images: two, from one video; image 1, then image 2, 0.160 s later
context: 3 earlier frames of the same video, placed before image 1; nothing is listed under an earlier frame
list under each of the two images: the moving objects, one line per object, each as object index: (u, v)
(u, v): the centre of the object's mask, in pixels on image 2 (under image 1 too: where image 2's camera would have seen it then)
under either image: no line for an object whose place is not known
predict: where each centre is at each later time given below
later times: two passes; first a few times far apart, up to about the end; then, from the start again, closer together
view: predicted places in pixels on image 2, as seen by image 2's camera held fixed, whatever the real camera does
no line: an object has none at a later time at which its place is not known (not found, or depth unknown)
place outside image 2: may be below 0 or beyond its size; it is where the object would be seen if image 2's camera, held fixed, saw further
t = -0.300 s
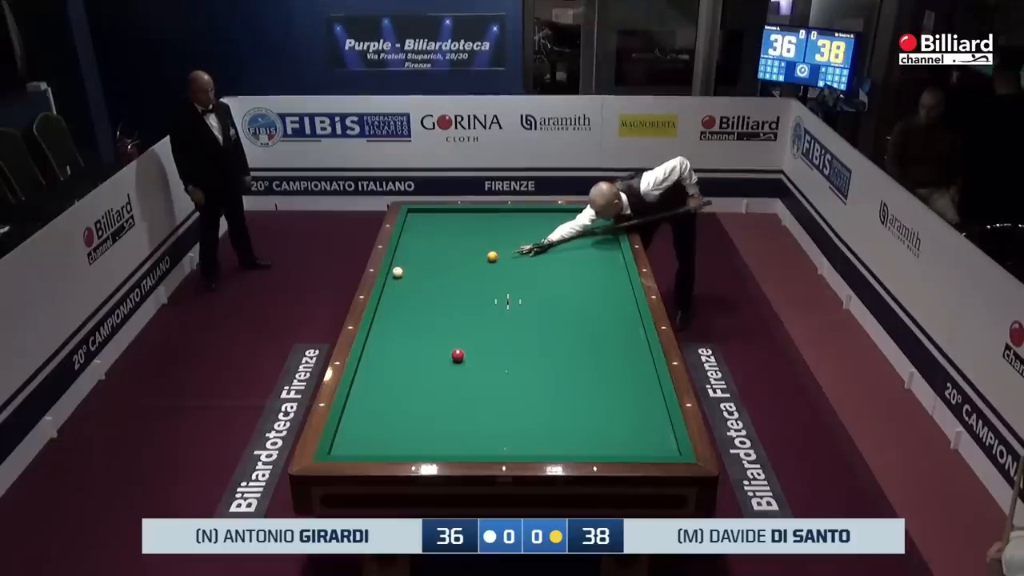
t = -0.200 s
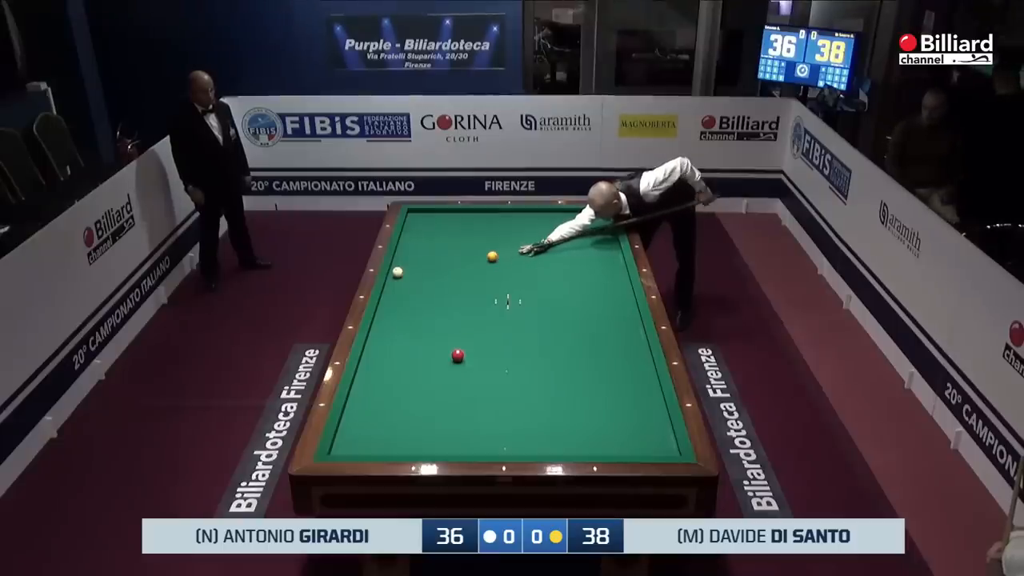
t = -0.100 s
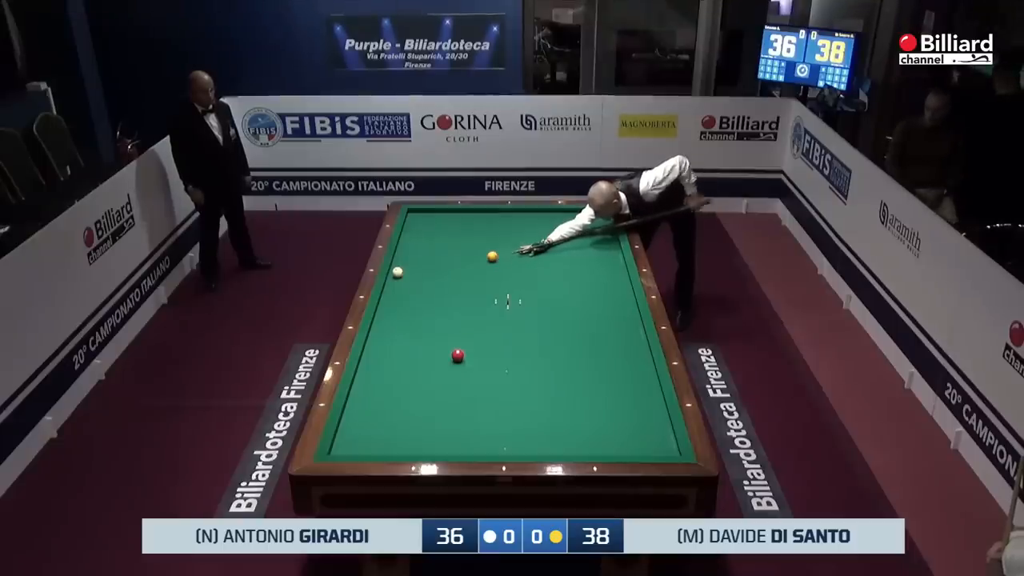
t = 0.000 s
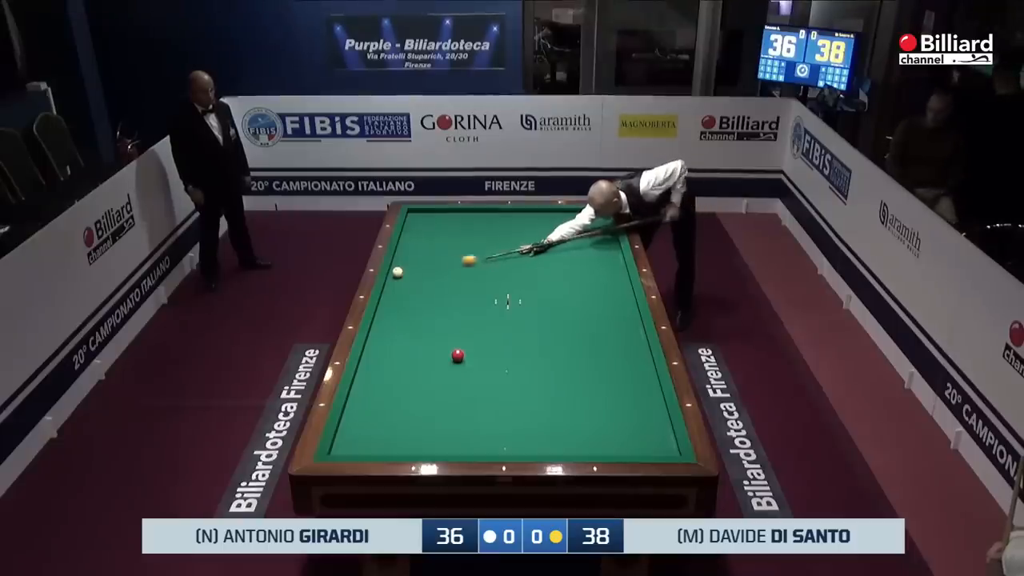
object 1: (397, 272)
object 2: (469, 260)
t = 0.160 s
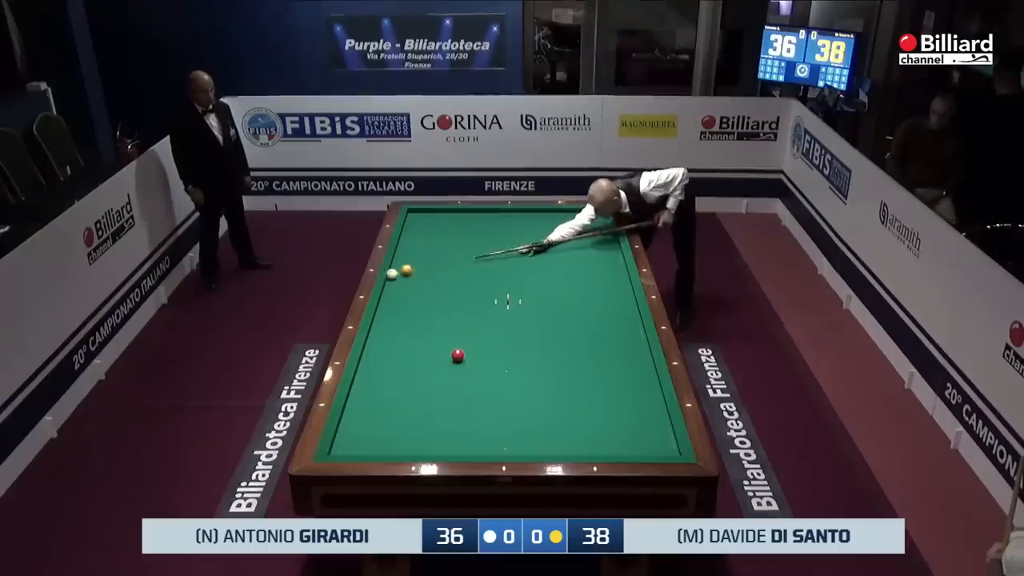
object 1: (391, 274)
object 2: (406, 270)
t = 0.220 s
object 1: (408, 278)
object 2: (404, 268)
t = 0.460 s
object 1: (467, 293)
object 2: (400, 264)
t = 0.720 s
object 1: (526, 307)
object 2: (397, 259)
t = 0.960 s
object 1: (583, 321)
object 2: (401, 254)
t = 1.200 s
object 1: (639, 336)
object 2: (404, 249)
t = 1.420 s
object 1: (604, 341)
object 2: (408, 246)
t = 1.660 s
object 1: (576, 349)
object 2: (412, 242)
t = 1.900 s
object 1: (547, 356)
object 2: (415, 238)
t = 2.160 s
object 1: (516, 364)
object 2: (418, 234)
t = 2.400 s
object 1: (487, 371)
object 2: (421, 231)
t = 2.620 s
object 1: (460, 378)
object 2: (423, 228)
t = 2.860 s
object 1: (431, 385)
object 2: (426, 225)
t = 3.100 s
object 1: (402, 393)
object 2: (428, 223)
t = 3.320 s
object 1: (374, 400)
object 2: (430, 220)
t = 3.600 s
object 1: (356, 408)
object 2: (432, 218)
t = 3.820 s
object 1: (369, 412)
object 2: (434, 216)
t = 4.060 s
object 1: (383, 417)
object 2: (436, 214)
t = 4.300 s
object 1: (397, 422)
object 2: (437, 212)
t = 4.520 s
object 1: (409, 426)
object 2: (438, 211)
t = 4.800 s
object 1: (424, 432)
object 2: (440, 211)
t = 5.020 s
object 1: (436, 436)
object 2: (442, 211)
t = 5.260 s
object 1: (449, 440)
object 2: (444, 212)
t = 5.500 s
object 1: (461, 444)
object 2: (445, 212)
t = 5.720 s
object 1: (471, 447)
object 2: (447, 213)
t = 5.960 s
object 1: (482, 449)
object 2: (448, 213)
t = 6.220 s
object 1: (493, 449)
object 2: (449, 214)
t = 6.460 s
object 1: (502, 448)
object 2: (449, 214)
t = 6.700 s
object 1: (509, 447)
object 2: (450, 214)
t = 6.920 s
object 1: (516, 446)
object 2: (450, 214)
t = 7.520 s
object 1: (531, 443)
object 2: (450, 214)
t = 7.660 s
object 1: (534, 442)
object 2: (450, 214)
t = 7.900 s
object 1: (538, 441)
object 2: (450, 214)
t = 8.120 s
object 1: (542, 440)
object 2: (450, 214)
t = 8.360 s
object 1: (545, 439)
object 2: (450, 214)
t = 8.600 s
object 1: (548, 437)
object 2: (450, 214)
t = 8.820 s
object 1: (550, 437)
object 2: (450, 214)
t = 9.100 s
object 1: (552, 436)
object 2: (450, 214)
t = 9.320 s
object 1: (553, 436)
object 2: (450, 214)
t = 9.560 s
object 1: (553, 436)
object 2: (450, 214)
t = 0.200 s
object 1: (402, 277)
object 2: (406, 267)
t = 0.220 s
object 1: (408, 278)
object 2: (404, 268)
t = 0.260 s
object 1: (418, 281)
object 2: (404, 268)
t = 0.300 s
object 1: (429, 283)
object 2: (403, 267)
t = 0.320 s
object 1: (434, 284)
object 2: (403, 266)
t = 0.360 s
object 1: (444, 287)
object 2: (402, 265)
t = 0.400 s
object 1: (453, 289)
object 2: (402, 265)
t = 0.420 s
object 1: (458, 291)
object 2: (401, 264)
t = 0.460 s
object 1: (467, 293)
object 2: (400, 264)
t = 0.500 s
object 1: (475, 295)
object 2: (400, 263)
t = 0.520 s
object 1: (480, 296)
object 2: (399, 262)
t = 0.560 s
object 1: (489, 298)
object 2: (399, 262)
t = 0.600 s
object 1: (498, 300)
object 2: (398, 261)
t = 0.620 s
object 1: (502, 301)
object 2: (398, 261)
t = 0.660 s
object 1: (512, 303)
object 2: (397, 260)
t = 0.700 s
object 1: (521, 306)
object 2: (396, 259)
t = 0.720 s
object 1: (526, 307)
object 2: (397, 259)
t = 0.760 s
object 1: (535, 309)
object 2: (398, 258)
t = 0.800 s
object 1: (544, 311)
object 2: (398, 257)
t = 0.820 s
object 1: (549, 313)
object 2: (399, 257)
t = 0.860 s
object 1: (559, 315)
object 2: (399, 256)
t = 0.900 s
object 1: (569, 318)
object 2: (400, 255)
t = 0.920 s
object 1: (574, 319)
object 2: (400, 255)
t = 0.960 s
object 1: (583, 321)
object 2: (401, 254)
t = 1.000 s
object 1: (593, 323)
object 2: (401, 253)
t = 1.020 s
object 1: (598, 325)
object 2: (402, 253)
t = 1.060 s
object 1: (608, 327)
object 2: (402, 252)
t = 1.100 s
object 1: (618, 330)
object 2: (403, 251)
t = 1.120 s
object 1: (623, 331)
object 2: (403, 250)
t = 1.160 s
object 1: (633, 333)
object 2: (404, 250)
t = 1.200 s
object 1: (639, 336)
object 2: (404, 249)
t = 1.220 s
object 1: (636, 336)
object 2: (405, 249)
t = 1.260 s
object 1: (628, 337)
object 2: (406, 248)
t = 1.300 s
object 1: (621, 338)
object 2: (406, 248)
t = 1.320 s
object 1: (618, 339)
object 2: (407, 247)
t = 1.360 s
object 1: (612, 340)
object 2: (407, 246)
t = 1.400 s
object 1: (606, 341)
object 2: (408, 246)
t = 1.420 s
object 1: (604, 341)
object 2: (408, 246)
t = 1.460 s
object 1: (599, 343)
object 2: (409, 245)
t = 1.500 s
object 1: (594, 344)
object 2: (409, 244)
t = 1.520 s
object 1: (592, 344)
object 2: (410, 244)
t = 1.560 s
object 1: (587, 346)
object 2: (410, 243)
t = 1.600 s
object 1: (583, 347)
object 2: (411, 243)
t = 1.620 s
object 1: (580, 348)
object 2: (411, 242)
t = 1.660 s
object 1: (576, 349)
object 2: (412, 242)
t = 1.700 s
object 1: (571, 350)
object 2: (412, 241)
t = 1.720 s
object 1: (569, 351)
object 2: (412, 241)
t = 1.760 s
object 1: (564, 352)
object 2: (413, 240)
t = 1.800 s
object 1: (559, 353)
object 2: (414, 239)
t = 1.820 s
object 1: (557, 354)
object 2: (414, 239)
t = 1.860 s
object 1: (552, 355)
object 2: (414, 239)
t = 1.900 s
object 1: (547, 356)
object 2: (415, 238)
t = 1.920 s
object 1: (545, 357)
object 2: (415, 237)
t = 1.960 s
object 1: (540, 358)
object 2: (416, 237)
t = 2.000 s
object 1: (535, 359)
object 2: (416, 236)
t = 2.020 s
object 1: (533, 360)
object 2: (416, 236)
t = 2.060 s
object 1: (528, 361)
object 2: (417, 235)
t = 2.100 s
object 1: (523, 362)
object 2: (417, 235)
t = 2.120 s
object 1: (521, 363)
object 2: (418, 234)
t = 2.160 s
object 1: (516, 364)
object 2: (418, 234)
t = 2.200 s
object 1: (511, 365)
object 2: (418, 234)
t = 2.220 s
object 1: (509, 366)
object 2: (419, 233)
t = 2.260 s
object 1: (504, 367)
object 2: (419, 233)
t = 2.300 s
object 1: (499, 368)
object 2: (420, 232)
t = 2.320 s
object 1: (497, 369)
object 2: (420, 232)
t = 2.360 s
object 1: (492, 370)
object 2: (420, 231)
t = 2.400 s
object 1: (487, 371)
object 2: (421, 231)
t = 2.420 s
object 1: (485, 372)
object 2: (421, 230)
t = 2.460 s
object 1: (480, 373)
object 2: (422, 230)
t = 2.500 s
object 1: (475, 374)
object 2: (422, 230)
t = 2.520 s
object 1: (473, 375)
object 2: (422, 229)
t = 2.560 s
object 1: (468, 376)
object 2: (423, 229)
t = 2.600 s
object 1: (463, 378)
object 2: (423, 228)
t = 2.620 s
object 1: (460, 378)
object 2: (423, 228)
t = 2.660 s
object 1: (456, 379)
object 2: (424, 227)
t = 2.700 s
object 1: (451, 380)
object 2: (424, 227)
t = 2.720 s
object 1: (448, 381)
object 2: (424, 227)
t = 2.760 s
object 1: (443, 382)
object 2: (425, 226)
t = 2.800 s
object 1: (439, 383)
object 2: (425, 226)
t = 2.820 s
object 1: (436, 384)
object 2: (426, 225)
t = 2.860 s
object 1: (431, 385)
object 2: (426, 225)
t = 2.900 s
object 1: (426, 386)
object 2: (426, 225)
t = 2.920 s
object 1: (424, 387)
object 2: (426, 224)
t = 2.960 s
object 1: (419, 388)
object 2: (427, 224)
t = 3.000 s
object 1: (414, 389)
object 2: (427, 223)
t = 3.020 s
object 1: (412, 390)
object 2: (428, 223)
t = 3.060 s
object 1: (407, 392)
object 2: (428, 223)
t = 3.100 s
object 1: (402, 393)
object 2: (428, 223)
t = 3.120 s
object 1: (399, 393)
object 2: (429, 222)
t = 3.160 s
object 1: (394, 395)
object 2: (429, 222)
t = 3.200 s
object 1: (389, 396)
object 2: (429, 222)
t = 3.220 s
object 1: (387, 396)
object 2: (429, 221)
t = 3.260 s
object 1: (382, 398)
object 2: (430, 221)
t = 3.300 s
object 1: (377, 399)
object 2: (430, 221)
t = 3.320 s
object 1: (374, 400)
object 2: (430, 220)
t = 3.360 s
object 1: (369, 401)
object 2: (430, 220)
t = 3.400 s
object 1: (365, 402)
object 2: (431, 220)
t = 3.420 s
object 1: (362, 403)
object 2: (431, 219)
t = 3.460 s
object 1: (357, 404)
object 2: (431, 219)
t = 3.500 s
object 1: (352, 405)
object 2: (431, 219)
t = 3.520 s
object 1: (350, 406)
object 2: (432, 219)
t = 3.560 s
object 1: (353, 407)
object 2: (432, 218)
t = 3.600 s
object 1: (356, 408)
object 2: (432, 218)
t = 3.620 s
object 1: (357, 408)
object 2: (433, 218)
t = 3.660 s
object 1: (360, 409)
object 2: (433, 217)
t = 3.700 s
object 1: (362, 410)
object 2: (433, 217)
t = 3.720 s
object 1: (363, 410)
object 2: (433, 217)
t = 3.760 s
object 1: (365, 411)
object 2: (433, 216)
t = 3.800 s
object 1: (368, 412)
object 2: (434, 216)
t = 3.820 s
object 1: (369, 412)
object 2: (434, 216)
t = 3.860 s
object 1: (371, 413)
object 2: (434, 216)
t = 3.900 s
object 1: (374, 414)
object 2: (435, 215)
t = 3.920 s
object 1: (375, 414)
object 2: (435, 215)
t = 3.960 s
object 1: (377, 415)
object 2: (435, 215)
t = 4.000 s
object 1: (379, 416)
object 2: (435, 215)
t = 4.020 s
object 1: (381, 416)
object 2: (435, 214)
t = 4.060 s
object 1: (383, 417)
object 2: (436, 214)
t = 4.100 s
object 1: (385, 418)
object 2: (436, 214)
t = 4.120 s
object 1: (386, 418)
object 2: (436, 213)
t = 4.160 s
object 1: (389, 419)
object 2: (436, 213)
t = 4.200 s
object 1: (391, 420)
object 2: (436, 213)
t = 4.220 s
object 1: (392, 421)
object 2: (437, 212)
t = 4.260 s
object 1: (394, 421)
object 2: (437, 212)
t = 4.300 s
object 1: (397, 422)
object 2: (437, 212)
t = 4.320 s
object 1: (398, 422)
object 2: (437, 212)
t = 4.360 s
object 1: (400, 423)
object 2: (437, 212)
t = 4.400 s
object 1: (402, 424)
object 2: (437, 211)
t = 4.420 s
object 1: (404, 425)
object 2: (438, 211)
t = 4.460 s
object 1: (406, 425)
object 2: (438, 211)
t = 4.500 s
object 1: (408, 426)
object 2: (438, 211)
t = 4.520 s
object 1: (409, 426)
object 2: (438, 211)
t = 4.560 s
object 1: (411, 427)
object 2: (439, 210)
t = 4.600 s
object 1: (414, 428)
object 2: (439, 210)
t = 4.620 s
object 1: (415, 428)
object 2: (439, 210)
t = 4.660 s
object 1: (417, 429)
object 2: (439, 211)
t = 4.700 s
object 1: (419, 430)
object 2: (440, 211)
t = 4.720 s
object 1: (420, 430)
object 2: (440, 211)
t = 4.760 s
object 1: (422, 431)
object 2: (440, 211)
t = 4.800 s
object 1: (424, 432)
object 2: (440, 211)
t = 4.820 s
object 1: (425, 432)
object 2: (441, 211)
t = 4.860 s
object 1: (427, 433)
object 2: (441, 211)
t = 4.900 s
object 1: (430, 434)
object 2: (441, 211)
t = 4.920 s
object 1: (431, 434)
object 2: (441, 211)
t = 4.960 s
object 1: (433, 435)
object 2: (442, 211)
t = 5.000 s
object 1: (435, 435)
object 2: (442, 211)
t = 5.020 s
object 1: (436, 436)
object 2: (442, 211)
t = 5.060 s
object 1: (438, 437)
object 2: (443, 211)
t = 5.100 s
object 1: (440, 437)
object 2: (443, 212)
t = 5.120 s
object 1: (441, 437)
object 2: (443, 212)
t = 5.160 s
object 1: (443, 438)
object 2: (443, 212)
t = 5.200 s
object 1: (445, 439)
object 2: (443, 212)
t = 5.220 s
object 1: (446, 439)
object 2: (444, 212)
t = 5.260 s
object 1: (449, 440)
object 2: (444, 212)
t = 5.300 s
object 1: (451, 440)
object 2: (444, 212)
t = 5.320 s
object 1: (452, 441)
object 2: (444, 212)
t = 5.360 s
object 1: (453, 441)
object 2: (445, 212)
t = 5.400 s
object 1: (456, 442)
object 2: (445, 212)
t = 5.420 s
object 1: (457, 443)
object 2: (445, 212)
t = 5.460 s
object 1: (459, 443)
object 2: (445, 212)
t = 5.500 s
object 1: (461, 444)
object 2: (445, 212)
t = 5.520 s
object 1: (462, 444)
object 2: (446, 213)
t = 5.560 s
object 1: (464, 445)
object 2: (446, 213)
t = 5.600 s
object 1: (465, 445)
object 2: (446, 213)
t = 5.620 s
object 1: (466, 446)
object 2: (446, 213)
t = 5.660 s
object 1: (468, 446)
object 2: (446, 213)
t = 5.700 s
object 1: (470, 446)
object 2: (446, 213)
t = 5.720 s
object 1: (471, 447)
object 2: (447, 213)
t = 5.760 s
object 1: (473, 447)
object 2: (447, 213)
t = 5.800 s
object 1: (475, 447)
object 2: (447, 213)
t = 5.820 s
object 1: (476, 448)
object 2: (447, 213)
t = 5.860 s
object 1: (477, 448)
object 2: (447, 213)
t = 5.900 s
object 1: (480, 448)
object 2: (447, 213)
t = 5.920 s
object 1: (481, 448)
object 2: (448, 213)
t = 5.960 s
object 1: (482, 449)
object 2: (448, 213)
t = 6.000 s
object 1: (484, 449)
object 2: (448, 213)
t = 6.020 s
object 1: (485, 449)
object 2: (448, 213)
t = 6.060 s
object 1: (487, 450)
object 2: (448, 213)
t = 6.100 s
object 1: (489, 450)
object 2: (448, 214)
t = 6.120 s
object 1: (490, 450)
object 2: (448, 213)
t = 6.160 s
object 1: (491, 449)
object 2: (448, 213)
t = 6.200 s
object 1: (493, 449)
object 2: (449, 213)
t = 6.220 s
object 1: (493, 449)
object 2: (449, 214)
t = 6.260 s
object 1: (495, 449)
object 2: (449, 214)
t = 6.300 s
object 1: (496, 449)
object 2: (449, 214)
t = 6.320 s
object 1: (497, 449)
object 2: (449, 214)
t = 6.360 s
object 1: (498, 448)
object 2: (449, 214)
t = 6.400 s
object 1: (499, 448)
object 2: (449, 214)
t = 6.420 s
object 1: (500, 448)
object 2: (449, 214)
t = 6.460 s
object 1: (502, 448)
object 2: (449, 214)
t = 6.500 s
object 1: (503, 448)
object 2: (449, 214)
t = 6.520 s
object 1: (504, 448)
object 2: (449, 214)
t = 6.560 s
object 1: (505, 448)
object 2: (449, 214)
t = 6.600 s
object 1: (506, 447)
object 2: (449, 214)
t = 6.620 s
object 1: (507, 447)
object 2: (449, 214)
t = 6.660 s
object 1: (508, 447)
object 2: (450, 214)
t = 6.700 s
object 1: (509, 447)
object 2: (450, 214)
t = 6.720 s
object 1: (510, 447)
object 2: (450, 214)
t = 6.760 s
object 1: (511, 447)
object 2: (450, 214)
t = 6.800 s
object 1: (512, 447)
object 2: (450, 214)
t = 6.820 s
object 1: (513, 447)
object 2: (450, 214)
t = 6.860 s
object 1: (514, 447)
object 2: (450, 214)
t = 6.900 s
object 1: (515, 446)
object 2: (450, 214)
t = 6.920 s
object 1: (516, 446)
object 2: (450, 214)
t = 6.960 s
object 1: (517, 446)
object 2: (450, 214)
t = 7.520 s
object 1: (531, 443)
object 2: (450, 214)
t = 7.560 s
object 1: (532, 443)
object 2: (450, 214)
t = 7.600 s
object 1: (532, 442)
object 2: (450, 214)
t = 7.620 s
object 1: (533, 442)
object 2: (450, 214)
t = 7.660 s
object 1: (534, 442)
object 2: (450, 214)
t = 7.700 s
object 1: (535, 442)
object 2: (450, 214)
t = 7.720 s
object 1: (535, 442)
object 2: (450, 214)
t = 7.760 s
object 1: (536, 441)
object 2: (450, 214)
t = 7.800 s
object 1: (536, 441)
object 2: (450, 214)
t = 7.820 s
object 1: (537, 441)
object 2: (450, 214)
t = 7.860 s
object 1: (537, 441)
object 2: (450, 214)
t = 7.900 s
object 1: (538, 441)
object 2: (450, 214)
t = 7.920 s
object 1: (539, 440)
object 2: (450, 214)
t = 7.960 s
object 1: (539, 440)
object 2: (450, 214)
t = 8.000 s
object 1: (540, 440)
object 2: (450, 214)
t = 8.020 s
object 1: (540, 440)
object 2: (450, 214)
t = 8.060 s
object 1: (541, 440)
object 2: (450, 214)
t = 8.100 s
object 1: (541, 440)
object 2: (450, 214)
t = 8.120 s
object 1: (542, 440)
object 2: (450, 214)
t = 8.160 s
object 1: (543, 439)
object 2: (450, 214)
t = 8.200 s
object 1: (543, 439)
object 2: (450, 214)
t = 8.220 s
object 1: (543, 439)
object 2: (450, 214)
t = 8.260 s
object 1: (544, 439)
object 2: (450, 214)
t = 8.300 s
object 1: (544, 438)
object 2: (450, 214)
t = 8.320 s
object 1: (545, 438)
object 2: (450, 214)
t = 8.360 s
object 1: (545, 439)
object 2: (450, 214)
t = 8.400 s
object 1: (546, 439)
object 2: (450, 214)
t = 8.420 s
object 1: (546, 439)
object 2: (450, 214)
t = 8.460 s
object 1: (546, 438)
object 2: (450, 214)
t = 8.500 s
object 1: (547, 438)
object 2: (450, 214)
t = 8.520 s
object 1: (547, 438)
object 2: (450, 214)
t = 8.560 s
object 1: (547, 437)
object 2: (450, 214)
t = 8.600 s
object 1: (548, 437)
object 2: (450, 214)
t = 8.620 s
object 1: (548, 437)
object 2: (450, 214)
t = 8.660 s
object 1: (548, 437)
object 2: (450, 214)
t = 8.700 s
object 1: (548, 437)
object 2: (450, 214)
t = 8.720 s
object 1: (549, 437)
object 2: (450, 214)
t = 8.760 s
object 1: (549, 437)
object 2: (450, 214)
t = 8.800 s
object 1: (549, 437)
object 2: (450, 214)
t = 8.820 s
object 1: (550, 437)
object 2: (450, 214)
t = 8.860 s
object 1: (550, 437)
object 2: (450, 214)
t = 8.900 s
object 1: (550, 437)
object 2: (450, 214)
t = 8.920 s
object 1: (550, 437)
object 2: (450, 214)
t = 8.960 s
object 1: (551, 436)
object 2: (450, 214)
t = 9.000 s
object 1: (551, 436)
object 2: (450, 214)
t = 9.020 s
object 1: (551, 436)
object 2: (450, 214)
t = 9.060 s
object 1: (551, 436)
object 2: (450, 214)
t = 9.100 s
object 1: (552, 436)
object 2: (450, 214)
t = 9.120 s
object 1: (552, 436)
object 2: (450, 214)
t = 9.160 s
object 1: (552, 436)
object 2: (450, 214)
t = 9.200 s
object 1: (552, 436)
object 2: (450, 214)
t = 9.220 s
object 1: (552, 436)
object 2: (450, 214)
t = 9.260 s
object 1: (553, 436)
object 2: (450, 214)
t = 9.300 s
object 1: (553, 436)
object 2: (450, 214)
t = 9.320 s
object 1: (553, 436)
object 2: (450, 214)
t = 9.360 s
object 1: (553, 436)
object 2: (450, 214)
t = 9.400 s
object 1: (553, 436)
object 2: (450, 214)
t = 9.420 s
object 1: (553, 436)
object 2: (450, 214)
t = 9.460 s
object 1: (553, 436)
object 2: (450, 214)
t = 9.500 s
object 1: (553, 436)
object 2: (450, 214)
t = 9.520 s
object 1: (554, 436)
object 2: (450, 214)
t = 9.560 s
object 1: (553, 436)
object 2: (450, 214)
